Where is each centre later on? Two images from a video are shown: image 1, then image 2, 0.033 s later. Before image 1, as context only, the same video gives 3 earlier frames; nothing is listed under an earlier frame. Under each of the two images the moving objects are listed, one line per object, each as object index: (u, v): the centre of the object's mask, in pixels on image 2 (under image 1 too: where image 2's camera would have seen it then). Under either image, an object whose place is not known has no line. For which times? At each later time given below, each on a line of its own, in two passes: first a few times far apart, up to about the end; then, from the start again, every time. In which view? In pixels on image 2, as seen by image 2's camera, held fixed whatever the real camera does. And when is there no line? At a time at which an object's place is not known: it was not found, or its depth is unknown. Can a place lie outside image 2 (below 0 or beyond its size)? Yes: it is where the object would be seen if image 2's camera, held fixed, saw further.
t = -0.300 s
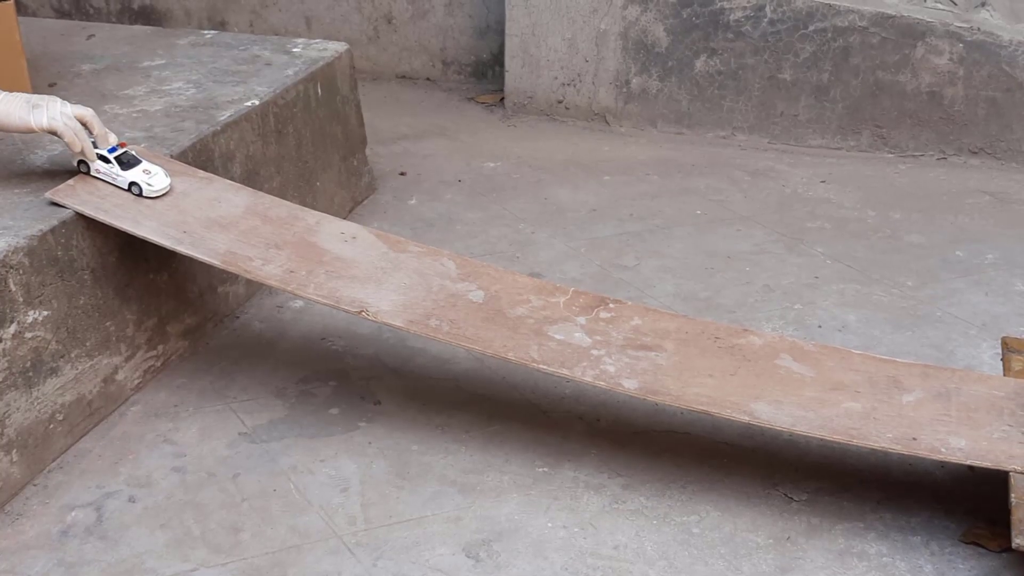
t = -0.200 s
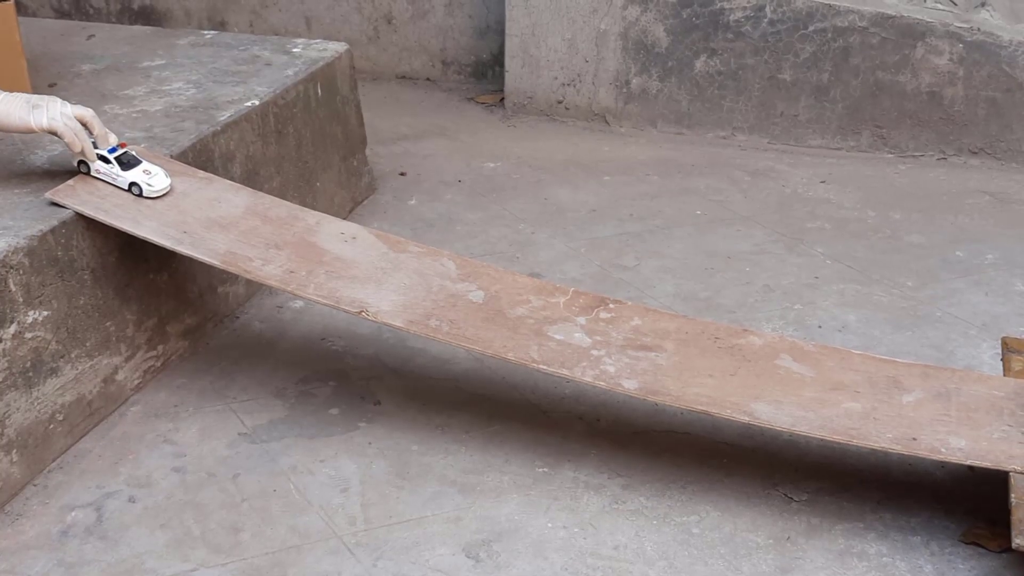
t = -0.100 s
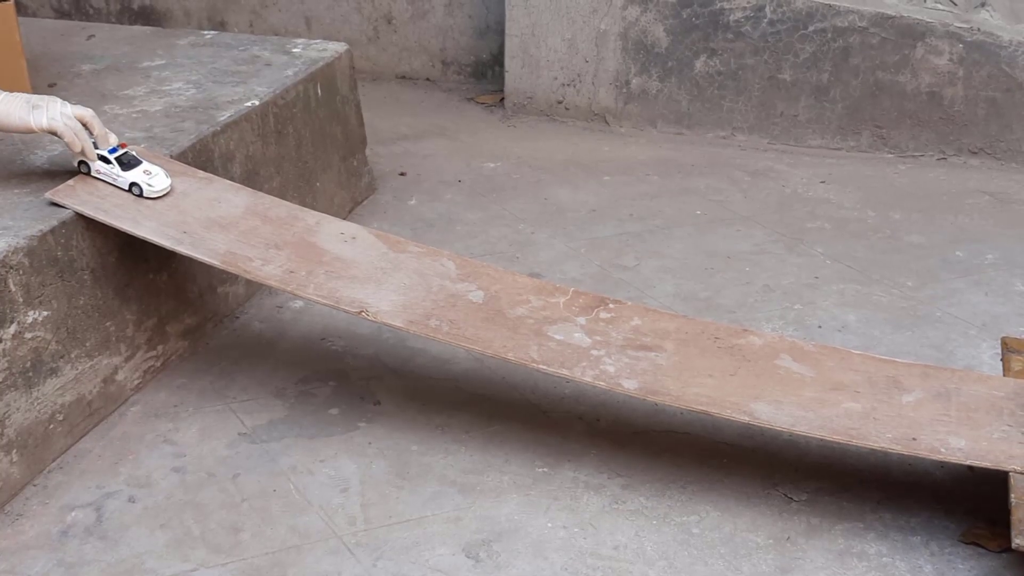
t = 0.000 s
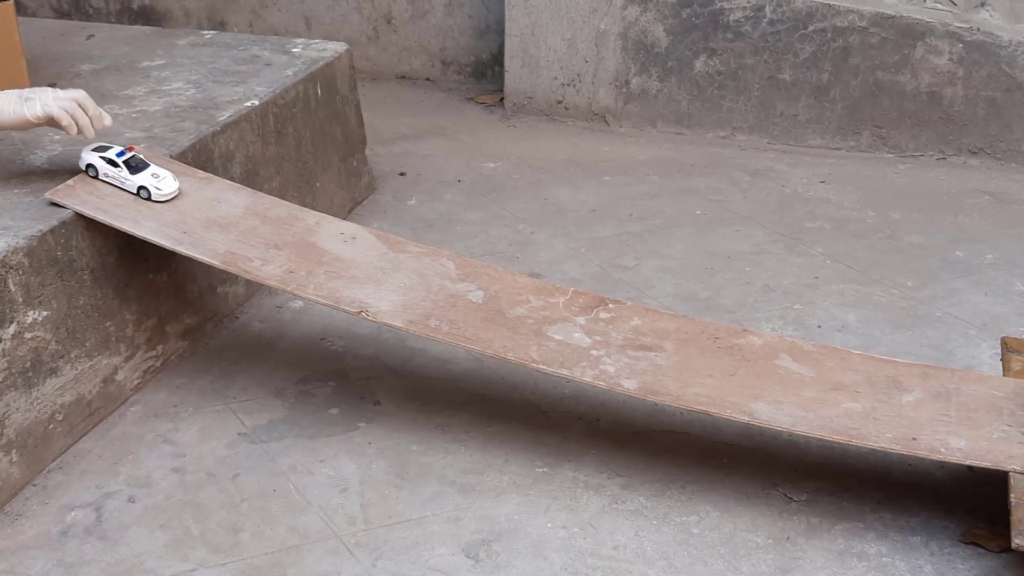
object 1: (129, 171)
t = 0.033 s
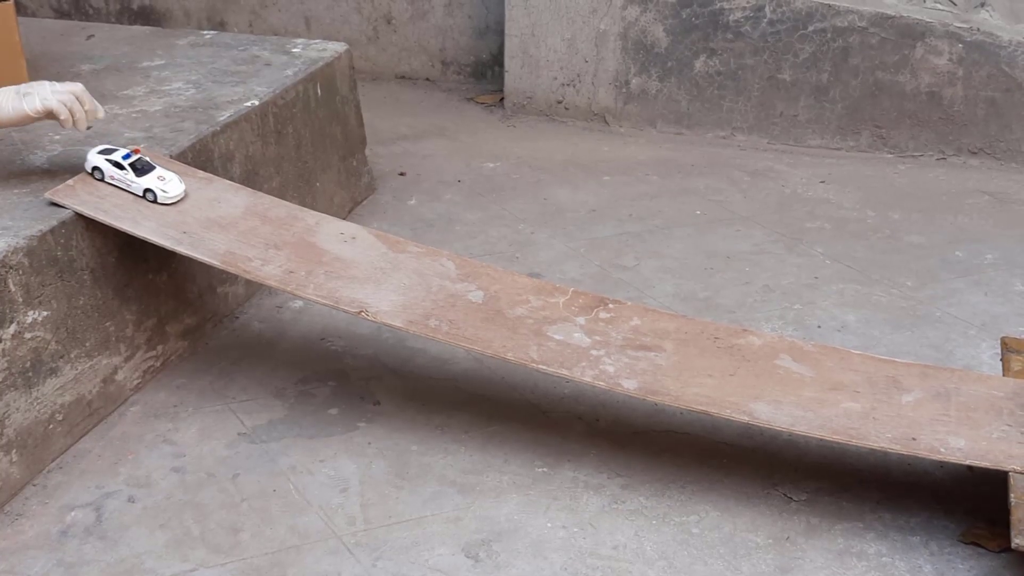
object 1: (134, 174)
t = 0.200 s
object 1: (189, 196)
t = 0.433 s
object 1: (333, 249)
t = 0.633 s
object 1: (512, 303)
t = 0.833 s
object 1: (727, 354)
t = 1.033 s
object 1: (969, 392)
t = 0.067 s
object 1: (142, 177)
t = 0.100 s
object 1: (151, 181)
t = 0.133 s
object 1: (162, 185)
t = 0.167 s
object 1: (175, 191)
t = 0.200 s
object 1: (189, 196)
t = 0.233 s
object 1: (205, 203)
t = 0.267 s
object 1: (223, 209)
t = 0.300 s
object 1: (242, 217)
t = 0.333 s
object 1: (261, 224)
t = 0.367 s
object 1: (284, 232)
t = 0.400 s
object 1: (308, 240)
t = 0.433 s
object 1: (333, 249)
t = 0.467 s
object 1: (359, 258)
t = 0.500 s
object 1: (387, 267)
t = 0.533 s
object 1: (416, 276)
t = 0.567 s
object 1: (447, 285)
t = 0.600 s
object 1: (479, 294)
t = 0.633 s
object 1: (512, 303)
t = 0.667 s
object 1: (546, 312)
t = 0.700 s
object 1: (580, 321)
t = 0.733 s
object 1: (615, 330)
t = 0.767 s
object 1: (651, 338)
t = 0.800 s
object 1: (688, 347)
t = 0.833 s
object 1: (727, 354)
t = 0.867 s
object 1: (765, 362)
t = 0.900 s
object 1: (805, 369)
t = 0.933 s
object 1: (846, 375)
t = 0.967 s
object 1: (887, 381)
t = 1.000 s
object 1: (927, 387)
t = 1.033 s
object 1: (969, 392)
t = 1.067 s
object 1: (1011, 397)
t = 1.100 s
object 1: (1053, 402)
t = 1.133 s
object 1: (1093, 406)
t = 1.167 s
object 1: (1132, 413)
